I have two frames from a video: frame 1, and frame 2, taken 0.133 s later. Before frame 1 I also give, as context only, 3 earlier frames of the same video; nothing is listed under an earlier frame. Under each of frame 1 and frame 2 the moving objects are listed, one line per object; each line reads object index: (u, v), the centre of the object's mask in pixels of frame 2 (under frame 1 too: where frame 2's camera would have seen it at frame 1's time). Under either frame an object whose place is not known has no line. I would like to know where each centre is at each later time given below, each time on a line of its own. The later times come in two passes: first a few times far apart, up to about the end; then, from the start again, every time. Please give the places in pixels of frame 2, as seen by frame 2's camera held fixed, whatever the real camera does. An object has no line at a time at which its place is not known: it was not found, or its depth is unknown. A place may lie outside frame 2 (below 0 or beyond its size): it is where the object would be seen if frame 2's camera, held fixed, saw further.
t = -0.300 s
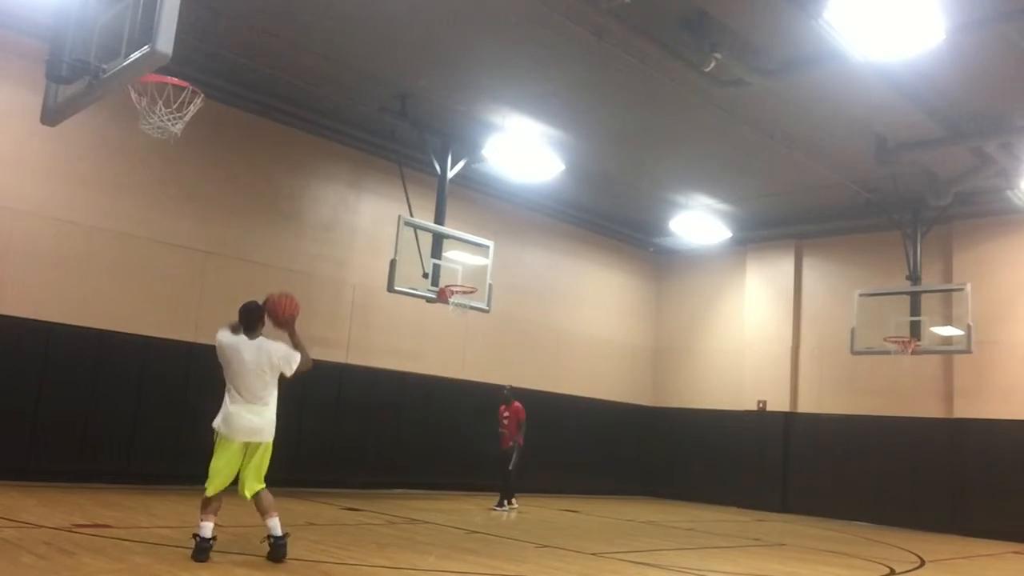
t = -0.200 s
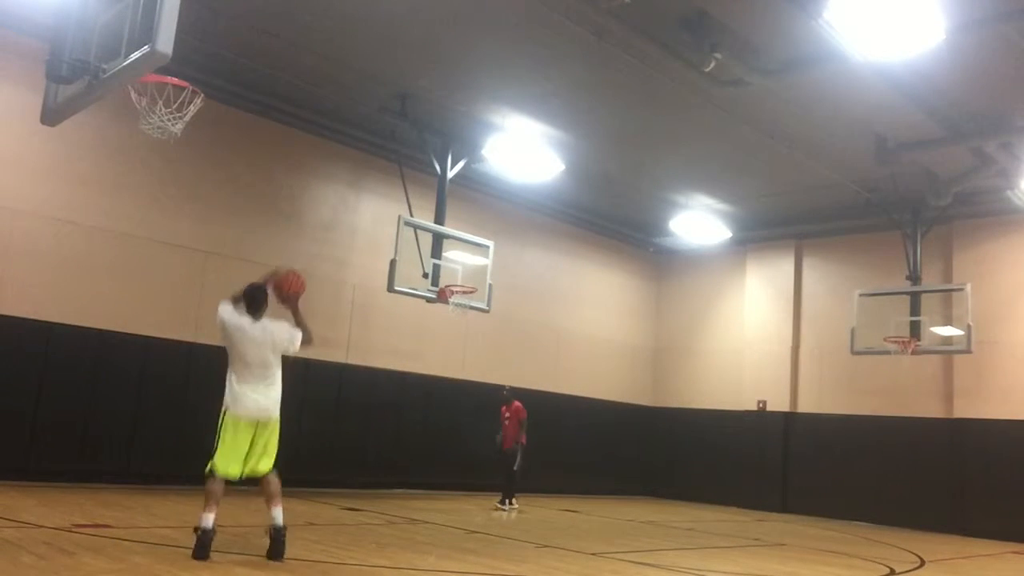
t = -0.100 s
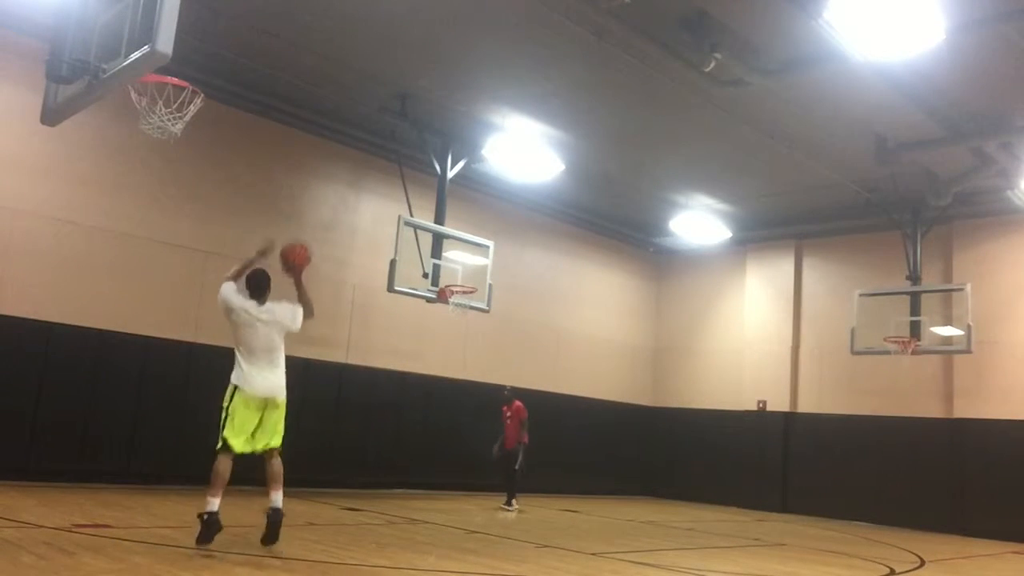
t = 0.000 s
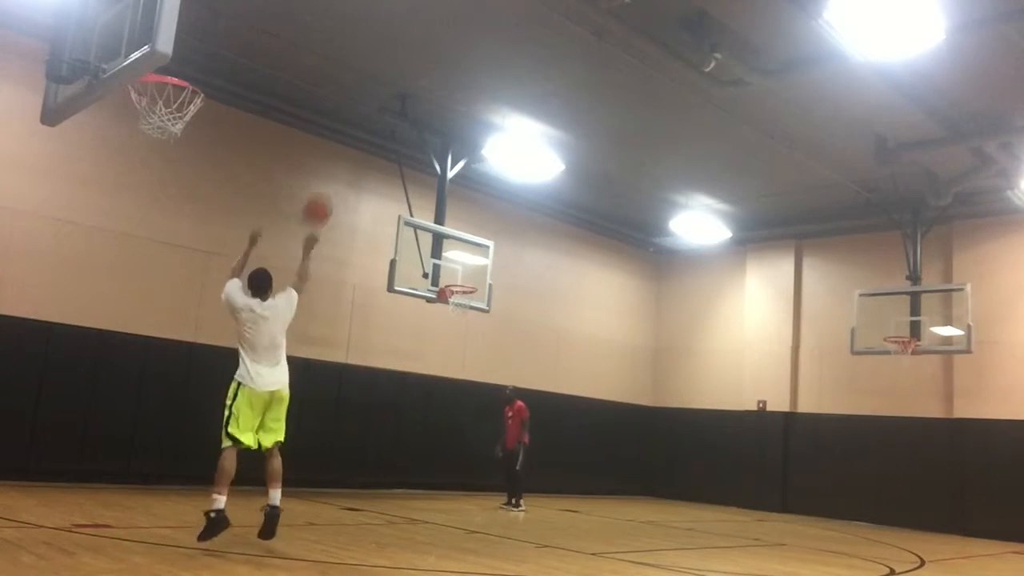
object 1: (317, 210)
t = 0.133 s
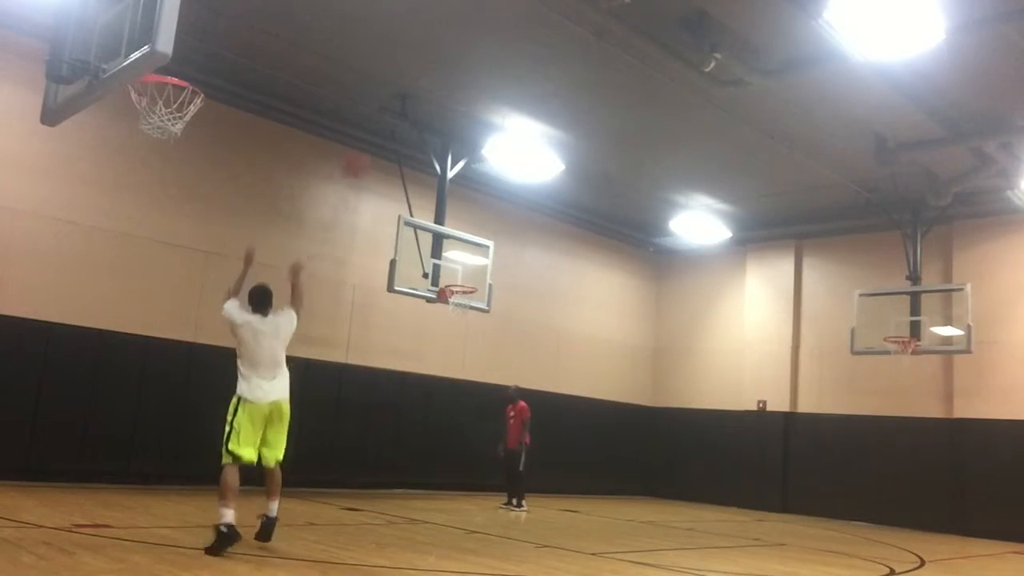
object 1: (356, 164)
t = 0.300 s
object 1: (385, 145)
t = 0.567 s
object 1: (423, 162)
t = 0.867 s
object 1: (445, 232)
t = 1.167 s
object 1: (471, 308)
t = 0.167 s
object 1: (364, 157)
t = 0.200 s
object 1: (370, 152)
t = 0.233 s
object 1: (376, 147)
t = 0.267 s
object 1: (381, 145)
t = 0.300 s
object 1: (385, 145)
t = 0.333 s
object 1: (393, 144)
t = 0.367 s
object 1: (398, 144)
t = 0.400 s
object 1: (403, 145)
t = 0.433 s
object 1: (407, 146)
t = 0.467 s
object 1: (411, 148)
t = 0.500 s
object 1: (413, 150)
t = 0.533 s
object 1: (419, 157)
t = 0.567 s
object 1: (423, 162)
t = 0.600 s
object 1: (426, 166)
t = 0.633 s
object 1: (430, 170)
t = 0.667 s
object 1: (430, 168)
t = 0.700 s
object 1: (434, 183)
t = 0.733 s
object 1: (437, 192)
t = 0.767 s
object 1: (439, 202)
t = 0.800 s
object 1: (441, 214)
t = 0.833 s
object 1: (443, 219)
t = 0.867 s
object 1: (445, 232)
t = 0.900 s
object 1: (447, 243)
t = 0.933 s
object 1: (447, 254)
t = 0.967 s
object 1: (449, 265)
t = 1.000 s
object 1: (452, 275)
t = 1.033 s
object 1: (452, 288)
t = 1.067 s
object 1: (459, 294)
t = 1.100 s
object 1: (465, 300)
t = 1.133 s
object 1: (469, 305)
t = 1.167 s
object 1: (471, 308)
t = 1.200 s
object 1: (473, 310)
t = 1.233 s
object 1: (475, 313)
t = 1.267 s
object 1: (476, 315)
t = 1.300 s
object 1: (478, 320)
